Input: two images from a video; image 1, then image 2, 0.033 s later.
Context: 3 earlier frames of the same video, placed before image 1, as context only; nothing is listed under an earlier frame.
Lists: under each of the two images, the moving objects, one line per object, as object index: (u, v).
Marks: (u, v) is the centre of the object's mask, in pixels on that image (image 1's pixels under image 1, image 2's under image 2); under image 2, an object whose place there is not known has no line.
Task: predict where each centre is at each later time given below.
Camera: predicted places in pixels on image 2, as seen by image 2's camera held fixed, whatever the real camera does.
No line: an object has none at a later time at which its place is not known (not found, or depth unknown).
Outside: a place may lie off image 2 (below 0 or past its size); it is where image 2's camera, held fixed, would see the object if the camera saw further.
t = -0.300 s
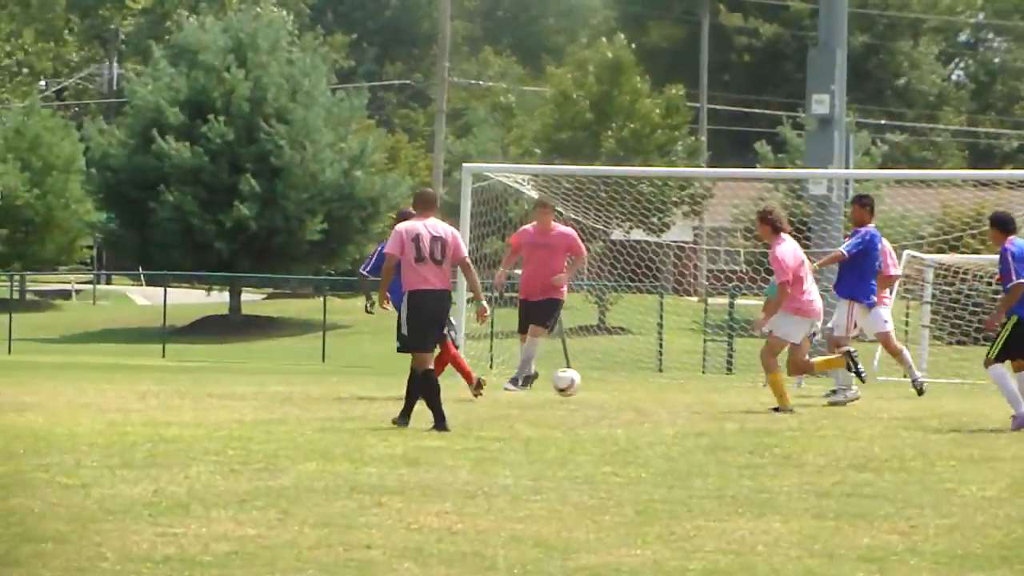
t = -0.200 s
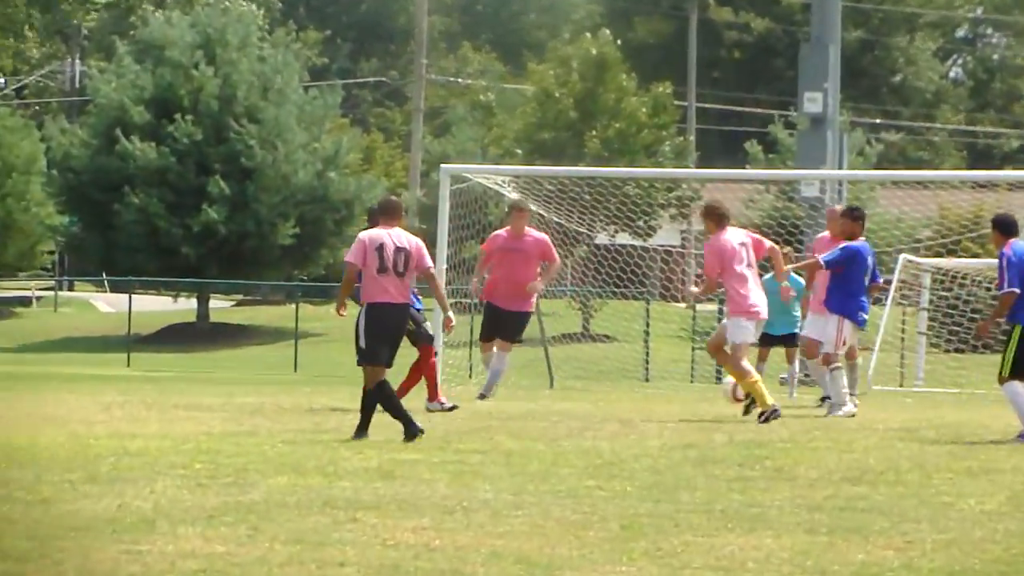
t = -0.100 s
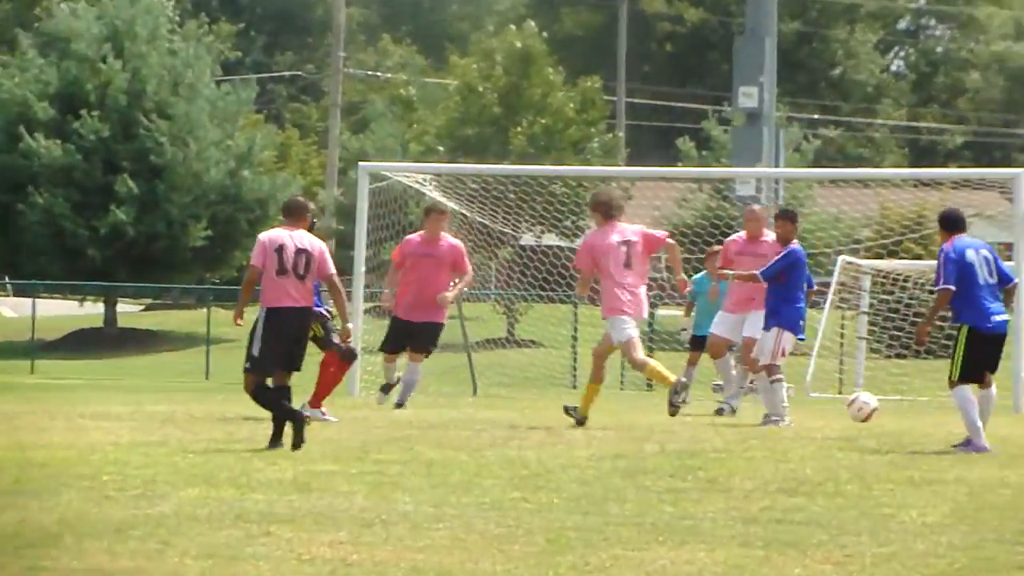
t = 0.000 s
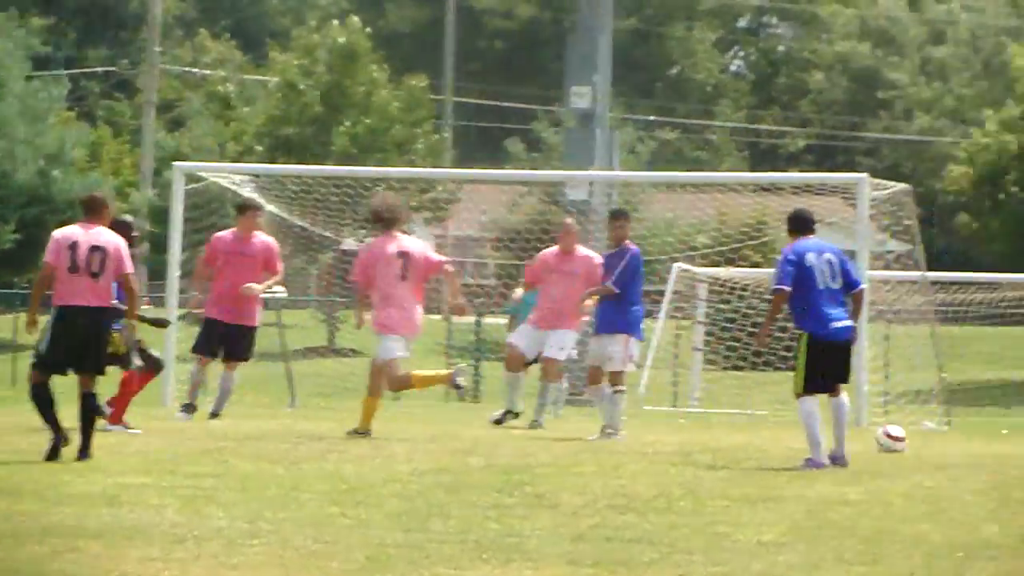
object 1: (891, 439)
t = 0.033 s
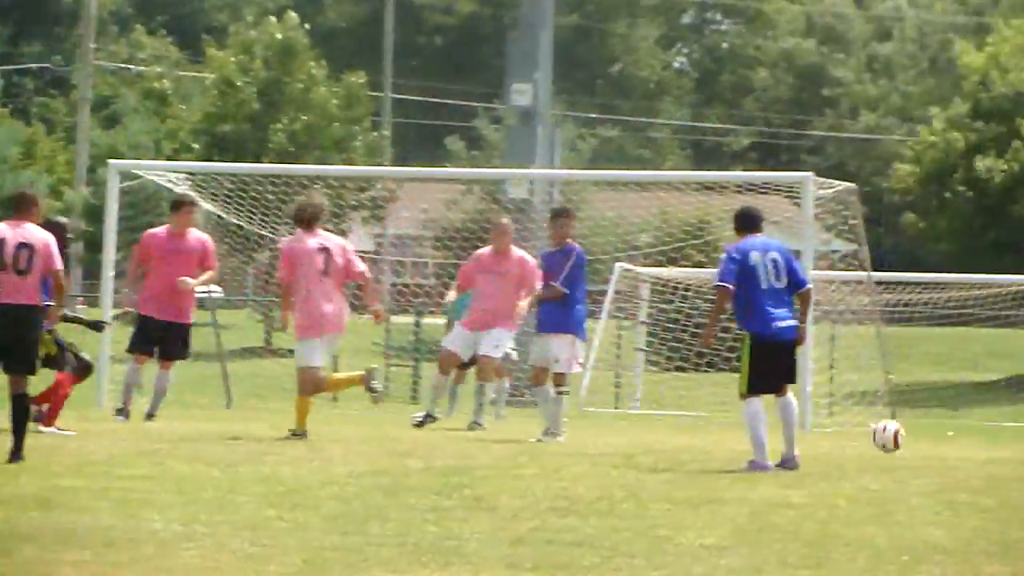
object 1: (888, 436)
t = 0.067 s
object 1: (948, 429)
